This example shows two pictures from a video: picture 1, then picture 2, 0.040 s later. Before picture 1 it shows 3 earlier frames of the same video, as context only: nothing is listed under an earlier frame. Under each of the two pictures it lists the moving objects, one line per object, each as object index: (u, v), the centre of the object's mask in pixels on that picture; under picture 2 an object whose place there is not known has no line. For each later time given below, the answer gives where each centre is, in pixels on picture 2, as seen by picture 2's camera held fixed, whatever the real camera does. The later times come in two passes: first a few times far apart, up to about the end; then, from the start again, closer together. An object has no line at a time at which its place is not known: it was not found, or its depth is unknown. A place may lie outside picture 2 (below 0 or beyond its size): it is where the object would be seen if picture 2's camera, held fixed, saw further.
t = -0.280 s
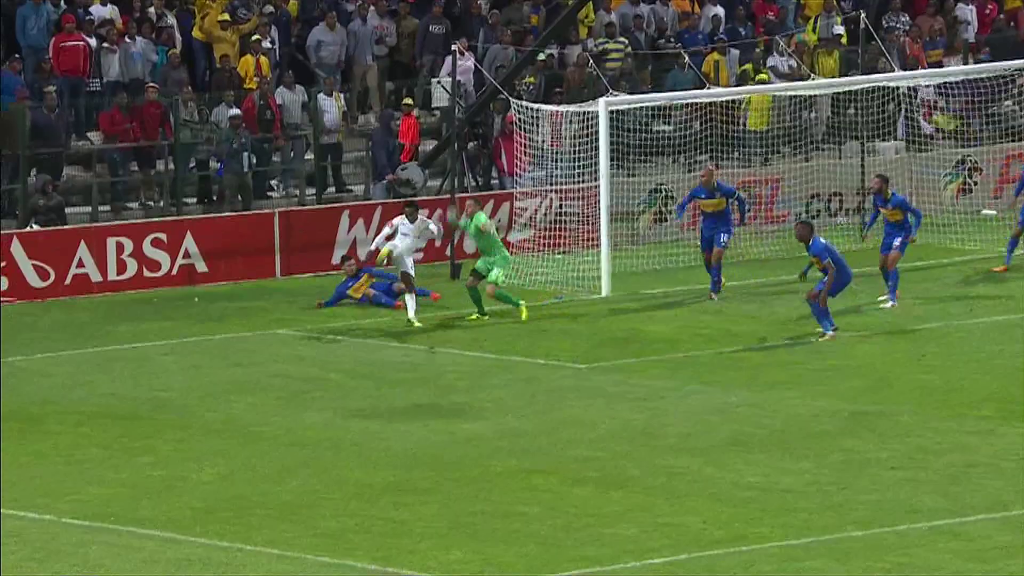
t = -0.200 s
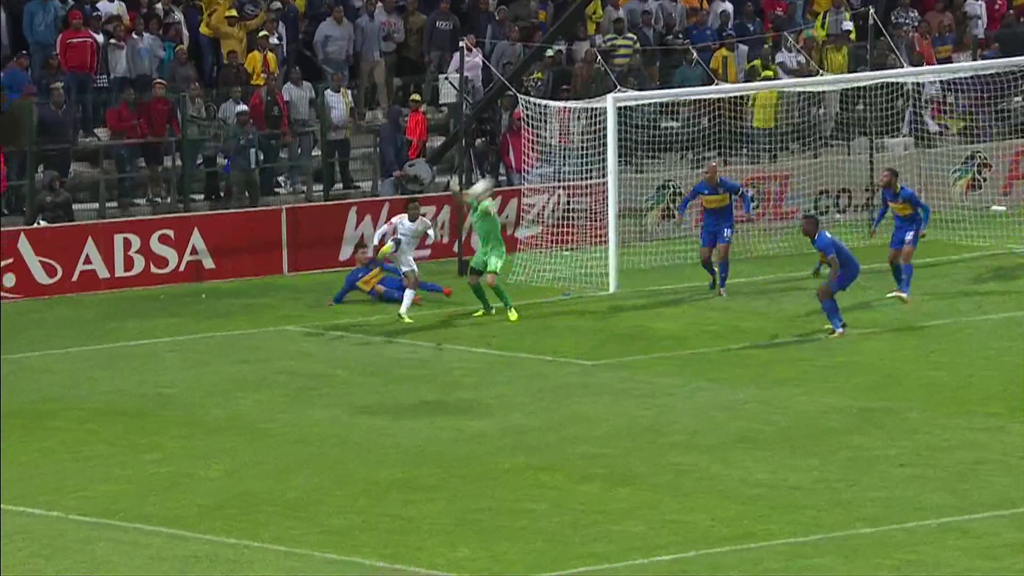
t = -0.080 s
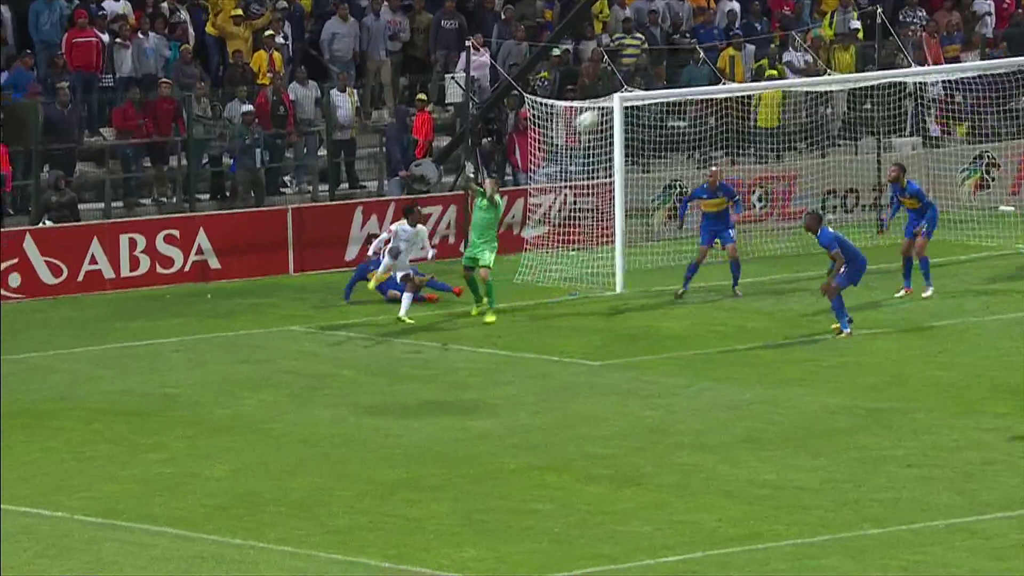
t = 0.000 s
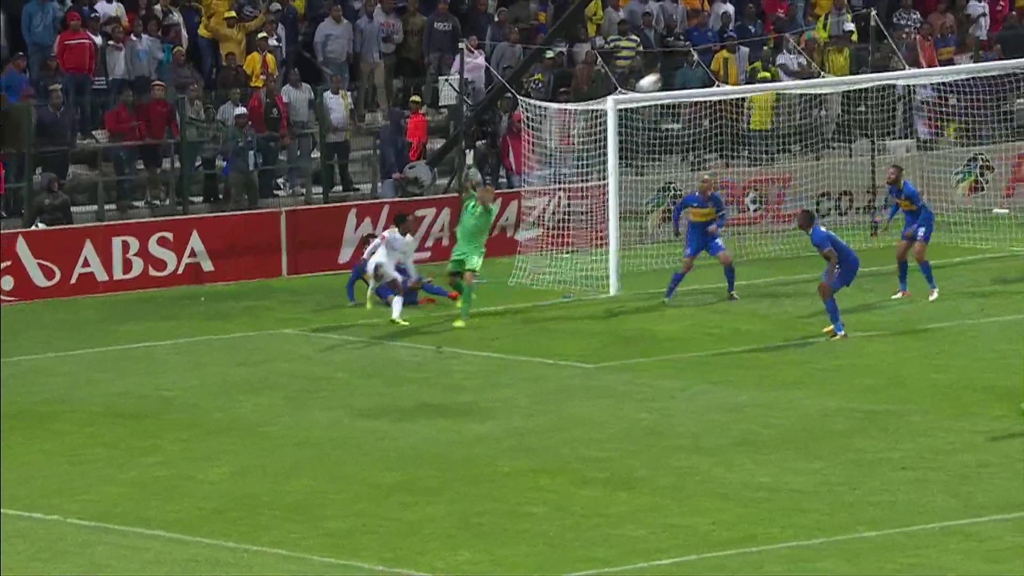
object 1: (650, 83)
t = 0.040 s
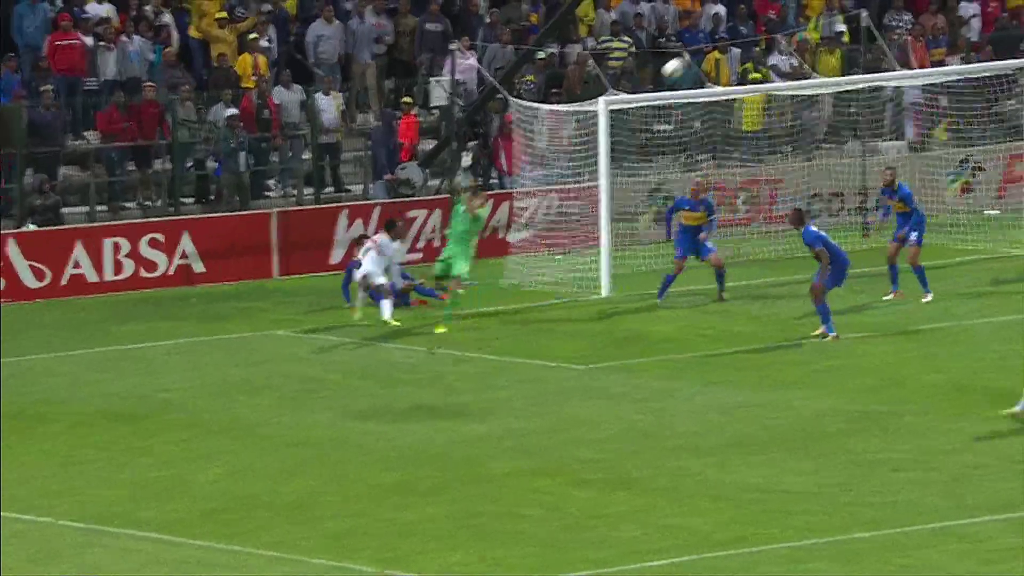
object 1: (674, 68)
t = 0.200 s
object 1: (806, 12)
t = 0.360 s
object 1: (936, -18)
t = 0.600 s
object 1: (1137, -26)
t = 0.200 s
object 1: (806, 12)
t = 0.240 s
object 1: (837, 3)
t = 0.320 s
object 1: (903, -13)
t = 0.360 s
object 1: (936, -18)
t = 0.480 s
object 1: (1037, -28)
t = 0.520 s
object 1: (1070, -29)
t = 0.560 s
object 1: (1104, -28)
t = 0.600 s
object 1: (1137, -26)
